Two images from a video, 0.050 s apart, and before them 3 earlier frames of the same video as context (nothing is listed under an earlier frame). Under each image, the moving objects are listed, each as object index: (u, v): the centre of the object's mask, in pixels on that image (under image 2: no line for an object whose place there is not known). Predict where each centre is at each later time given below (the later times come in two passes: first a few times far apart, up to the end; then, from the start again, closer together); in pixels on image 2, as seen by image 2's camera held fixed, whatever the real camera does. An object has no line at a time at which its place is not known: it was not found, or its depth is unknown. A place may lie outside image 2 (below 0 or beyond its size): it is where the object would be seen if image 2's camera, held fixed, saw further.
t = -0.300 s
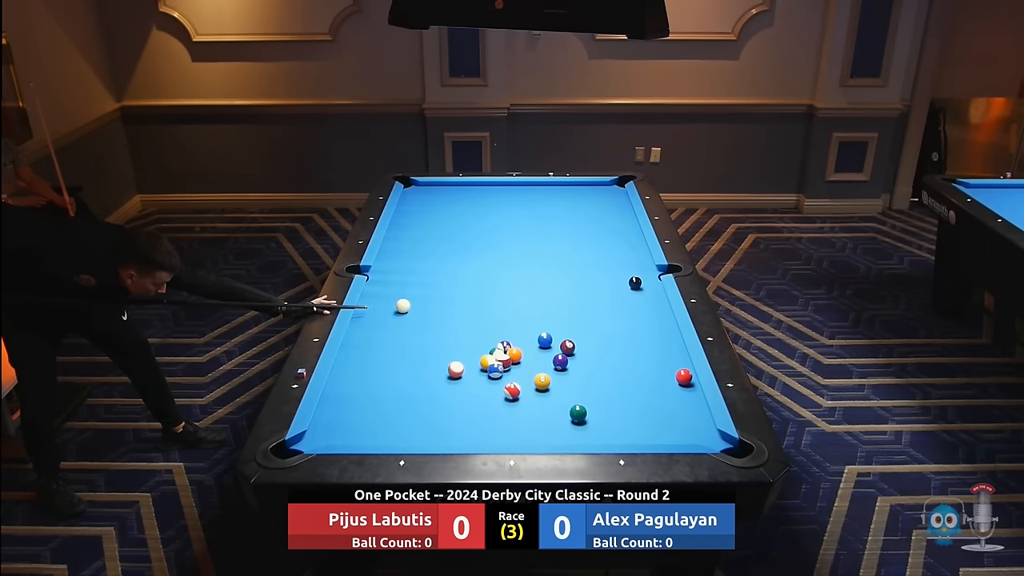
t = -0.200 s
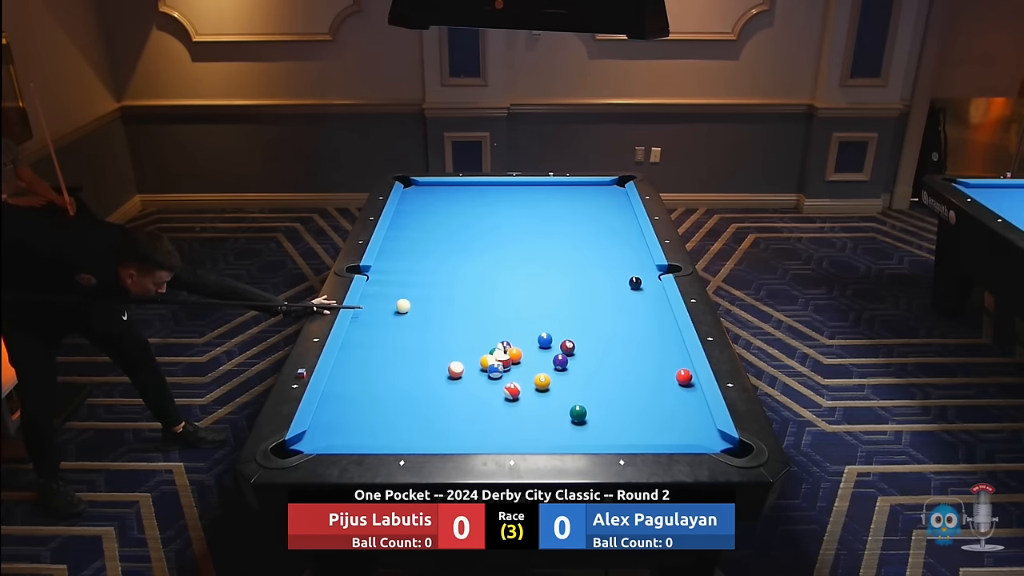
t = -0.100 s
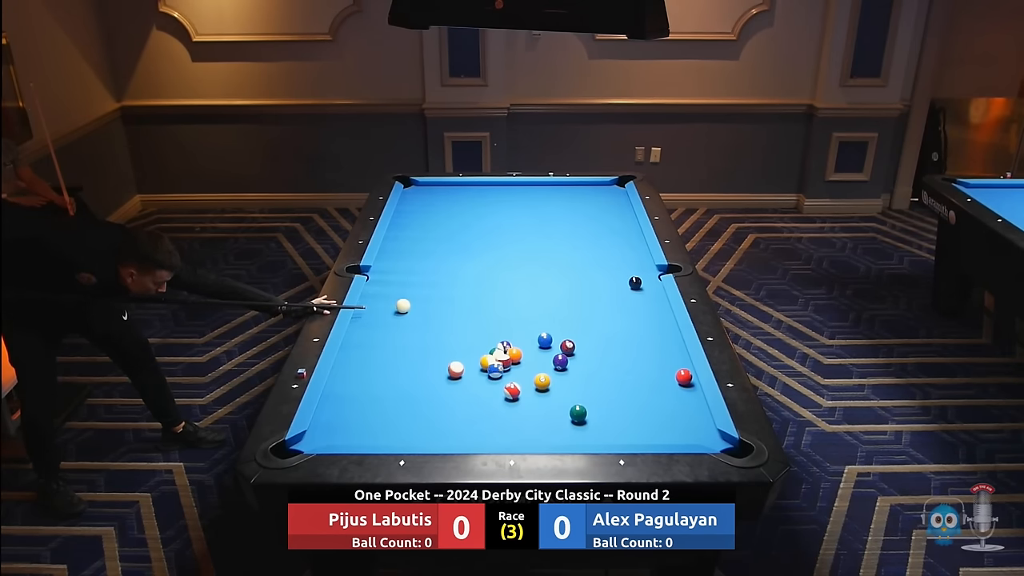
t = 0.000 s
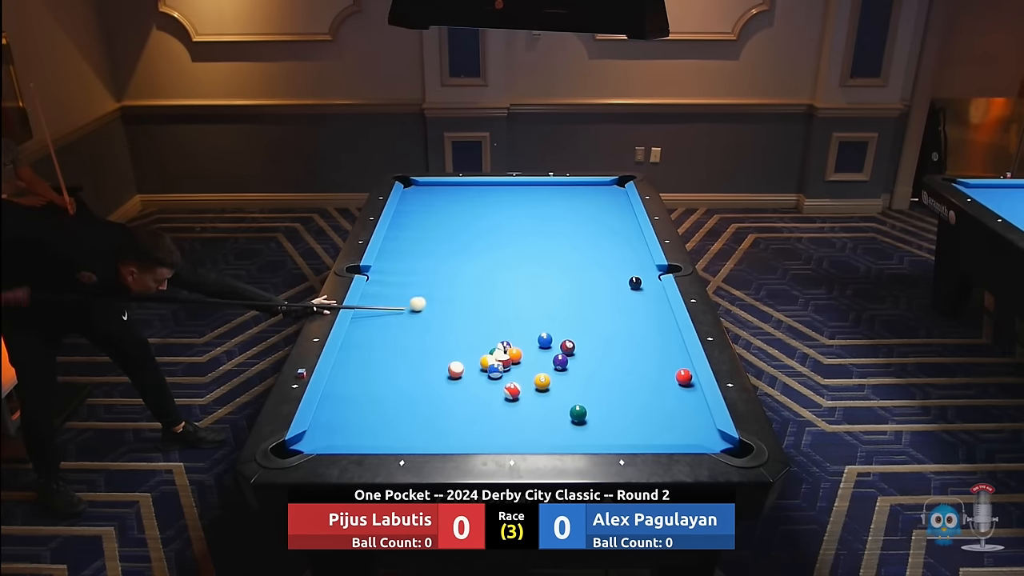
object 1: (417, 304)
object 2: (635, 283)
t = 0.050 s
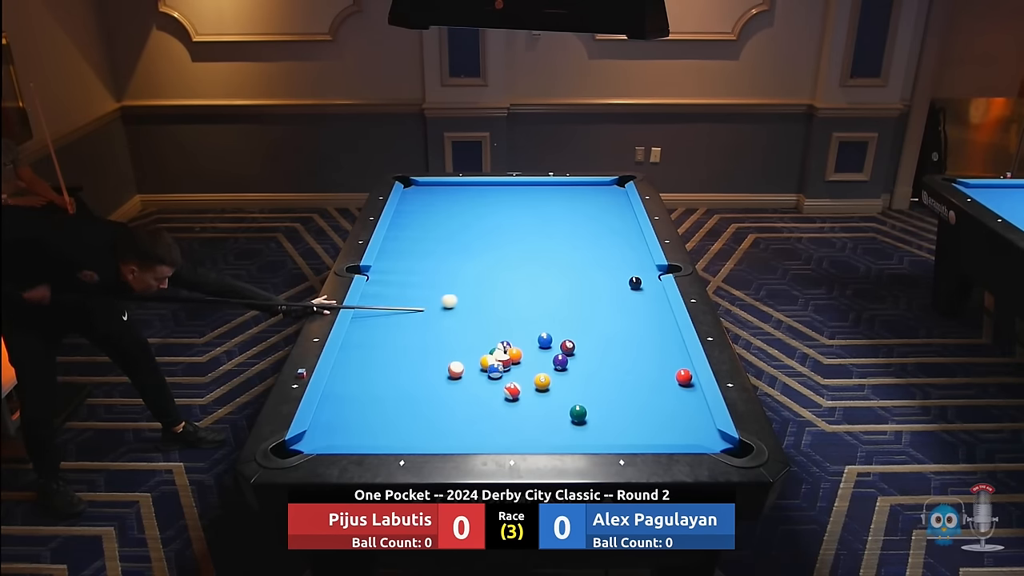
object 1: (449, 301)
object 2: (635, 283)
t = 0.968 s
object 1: (655, 308)
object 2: (616, 248)
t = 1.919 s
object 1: (620, 347)
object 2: (564, 209)
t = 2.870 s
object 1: (586, 384)
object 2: (528, 185)
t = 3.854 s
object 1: (555, 415)
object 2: (496, 198)
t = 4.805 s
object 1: (532, 434)
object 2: (472, 208)
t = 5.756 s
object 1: (521, 438)
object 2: (455, 214)
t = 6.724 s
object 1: (522, 438)
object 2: (446, 217)
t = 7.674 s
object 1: (522, 438)
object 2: (446, 217)
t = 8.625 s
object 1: (522, 438)
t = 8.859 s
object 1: (522, 438)
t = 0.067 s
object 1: (459, 300)
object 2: (635, 283)
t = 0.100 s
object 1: (479, 298)
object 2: (635, 283)
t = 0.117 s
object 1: (489, 297)
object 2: (635, 283)
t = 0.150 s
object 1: (508, 296)
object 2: (635, 283)
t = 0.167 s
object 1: (517, 295)
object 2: (635, 283)
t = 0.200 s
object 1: (535, 293)
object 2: (635, 283)
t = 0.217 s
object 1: (544, 292)
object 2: (635, 283)
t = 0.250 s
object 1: (560, 291)
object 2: (635, 283)
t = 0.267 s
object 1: (568, 290)
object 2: (635, 283)
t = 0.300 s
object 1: (584, 289)
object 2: (635, 283)
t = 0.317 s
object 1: (592, 288)
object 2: (635, 283)
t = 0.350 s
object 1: (606, 287)
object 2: (635, 283)
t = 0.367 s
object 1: (614, 286)
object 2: (635, 283)
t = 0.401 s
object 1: (625, 286)
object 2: (638, 282)
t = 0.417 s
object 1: (626, 286)
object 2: (642, 281)
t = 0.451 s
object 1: (629, 288)
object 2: (652, 278)
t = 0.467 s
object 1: (630, 289)
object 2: (653, 277)
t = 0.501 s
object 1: (633, 290)
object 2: (650, 274)
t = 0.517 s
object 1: (635, 290)
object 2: (648, 273)
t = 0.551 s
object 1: (638, 292)
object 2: (645, 270)
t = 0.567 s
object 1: (640, 292)
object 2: (644, 269)
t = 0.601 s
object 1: (643, 293)
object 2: (641, 267)
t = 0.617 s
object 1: (645, 294)
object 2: (640, 266)
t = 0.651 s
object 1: (648, 295)
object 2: (637, 264)
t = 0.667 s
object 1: (650, 296)
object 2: (636, 264)
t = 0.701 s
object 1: (653, 297)
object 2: (634, 261)
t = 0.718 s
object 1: (654, 298)
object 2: (633, 261)
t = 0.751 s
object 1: (657, 299)
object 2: (630, 259)
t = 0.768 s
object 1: (659, 299)
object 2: (629, 258)
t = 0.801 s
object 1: (661, 301)
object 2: (627, 256)
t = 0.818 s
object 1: (660, 301)
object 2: (625, 255)
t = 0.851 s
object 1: (659, 303)
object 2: (623, 254)
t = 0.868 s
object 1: (658, 303)
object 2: (622, 253)
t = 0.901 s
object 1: (657, 305)
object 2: (620, 251)
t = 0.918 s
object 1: (657, 305)
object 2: (619, 250)
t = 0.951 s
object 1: (655, 307)
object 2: (617, 248)
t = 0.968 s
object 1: (655, 308)
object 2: (616, 248)
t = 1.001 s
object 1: (654, 309)
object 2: (613, 246)
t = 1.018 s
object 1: (653, 310)
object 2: (612, 245)
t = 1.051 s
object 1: (652, 311)
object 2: (610, 243)
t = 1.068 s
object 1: (651, 312)
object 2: (609, 243)
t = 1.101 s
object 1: (650, 313)
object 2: (607, 241)
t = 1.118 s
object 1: (650, 314)
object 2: (606, 240)
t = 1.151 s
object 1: (648, 315)
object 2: (604, 239)
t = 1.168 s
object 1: (648, 316)
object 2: (603, 238)
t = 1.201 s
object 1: (647, 318)
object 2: (601, 237)
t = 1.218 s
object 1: (646, 318)
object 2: (600, 236)
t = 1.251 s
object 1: (645, 319)
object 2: (598, 234)
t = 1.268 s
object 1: (644, 320)
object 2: (597, 234)
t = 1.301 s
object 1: (643, 322)
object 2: (595, 232)
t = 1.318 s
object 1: (642, 322)
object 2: (595, 231)
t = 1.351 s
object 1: (641, 324)
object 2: (593, 230)
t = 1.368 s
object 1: (640, 324)
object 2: (592, 229)
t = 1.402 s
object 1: (639, 326)
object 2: (590, 228)
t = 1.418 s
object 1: (639, 326)
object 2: (589, 227)
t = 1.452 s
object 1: (637, 328)
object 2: (587, 226)
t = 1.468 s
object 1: (637, 328)
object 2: (586, 225)
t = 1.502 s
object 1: (636, 330)
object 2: (585, 224)
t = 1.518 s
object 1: (635, 331)
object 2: (584, 223)
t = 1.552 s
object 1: (634, 332)
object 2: (582, 222)
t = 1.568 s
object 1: (633, 333)
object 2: (581, 221)
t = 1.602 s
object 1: (632, 334)
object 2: (579, 220)
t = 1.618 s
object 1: (631, 335)
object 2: (579, 219)
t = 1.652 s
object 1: (630, 336)
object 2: (577, 218)
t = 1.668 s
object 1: (629, 337)
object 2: (576, 217)
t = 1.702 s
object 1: (628, 338)
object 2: (574, 216)
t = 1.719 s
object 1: (628, 339)
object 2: (574, 216)
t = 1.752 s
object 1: (626, 340)
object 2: (572, 214)
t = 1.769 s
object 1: (626, 341)
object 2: (571, 214)
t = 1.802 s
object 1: (624, 342)
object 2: (570, 213)
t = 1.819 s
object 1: (624, 343)
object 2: (569, 212)
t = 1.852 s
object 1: (623, 344)
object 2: (567, 211)
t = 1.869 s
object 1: (622, 345)
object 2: (566, 210)
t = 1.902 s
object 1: (621, 346)
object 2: (565, 209)
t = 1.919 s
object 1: (620, 347)
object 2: (564, 209)
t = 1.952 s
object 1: (619, 348)
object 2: (563, 208)
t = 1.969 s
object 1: (618, 349)
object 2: (562, 207)
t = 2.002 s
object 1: (617, 350)
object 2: (561, 206)
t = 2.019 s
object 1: (616, 351)
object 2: (560, 205)
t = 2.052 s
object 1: (615, 352)
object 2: (559, 204)
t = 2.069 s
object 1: (614, 353)
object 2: (558, 204)
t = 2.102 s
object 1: (613, 354)
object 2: (556, 203)
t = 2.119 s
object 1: (613, 355)
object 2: (556, 202)
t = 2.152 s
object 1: (612, 356)
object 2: (554, 201)
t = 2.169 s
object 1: (611, 357)
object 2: (553, 201)
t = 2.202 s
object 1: (610, 358)
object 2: (552, 200)
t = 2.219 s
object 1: (609, 359)
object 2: (552, 199)
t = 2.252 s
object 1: (608, 360)
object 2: (550, 198)
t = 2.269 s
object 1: (607, 361)
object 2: (550, 198)
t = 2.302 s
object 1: (606, 362)
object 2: (548, 197)
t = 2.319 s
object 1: (605, 363)
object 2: (548, 196)
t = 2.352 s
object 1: (604, 364)
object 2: (546, 195)
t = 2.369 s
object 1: (604, 365)
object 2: (546, 195)
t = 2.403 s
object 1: (602, 366)
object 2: (544, 194)
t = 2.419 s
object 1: (602, 367)
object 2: (544, 193)
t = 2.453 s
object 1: (601, 368)
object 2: (543, 192)
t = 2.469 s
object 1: (600, 369)
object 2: (542, 192)
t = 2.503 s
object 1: (599, 370)
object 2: (541, 191)
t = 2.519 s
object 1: (598, 371)
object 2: (540, 191)
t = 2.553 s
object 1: (597, 372)
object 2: (539, 190)
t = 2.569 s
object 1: (597, 373)
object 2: (538, 190)
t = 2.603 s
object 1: (595, 374)
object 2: (537, 189)
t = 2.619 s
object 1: (595, 375)
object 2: (536, 188)
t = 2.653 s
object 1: (593, 376)
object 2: (535, 187)
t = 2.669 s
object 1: (593, 376)
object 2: (535, 187)
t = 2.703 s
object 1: (592, 378)
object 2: (534, 186)
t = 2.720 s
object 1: (591, 378)
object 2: (533, 186)
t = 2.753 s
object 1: (590, 379)
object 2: (532, 185)
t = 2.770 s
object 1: (589, 380)
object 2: (531, 185)
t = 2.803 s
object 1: (588, 381)
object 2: (530, 184)
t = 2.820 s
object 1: (588, 382)
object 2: (530, 184)
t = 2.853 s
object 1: (586, 383)
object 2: (529, 185)
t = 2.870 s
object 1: (586, 384)
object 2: (528, 185)
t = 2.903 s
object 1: (585, 385)
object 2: (527, 185)
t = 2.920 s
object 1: (584, 385)
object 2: (526, 186)
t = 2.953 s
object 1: (583, 387)
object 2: (525, 186)
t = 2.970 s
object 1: (583, 387)
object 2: (524, 187)
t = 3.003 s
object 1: (581, 388)
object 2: (523, 187)
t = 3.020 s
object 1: (581, 389)
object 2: (523, 187)
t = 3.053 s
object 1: (580, 390)
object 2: (522, 187)
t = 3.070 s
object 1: (579, 391)
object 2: (521, 187)
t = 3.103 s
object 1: (578, 392)
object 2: (520, 188)
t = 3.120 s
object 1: (578, 392)
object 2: (520, 188)
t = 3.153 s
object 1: (576, 393)
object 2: (518, 189)
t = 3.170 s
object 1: (576, 394)
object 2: (518, 190)
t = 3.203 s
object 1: (575, 395)
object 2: (517, 190)
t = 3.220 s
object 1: (574, 395)
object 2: (516, 190)
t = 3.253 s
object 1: (573, 396)
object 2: (515, 191)
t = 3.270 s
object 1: (573, 397)
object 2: (514, 191)
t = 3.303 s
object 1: (571, 398)
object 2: (514, 191)
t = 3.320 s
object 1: (571, 398)
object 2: (513, 191)
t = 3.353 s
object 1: (570, 399)
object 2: (512, 192)
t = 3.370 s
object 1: (569, 400)
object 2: (511, 192)
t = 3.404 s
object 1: (568, 401)
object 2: (510, 192)
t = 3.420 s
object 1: (567, 401)
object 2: (510, 193)
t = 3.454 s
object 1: (566, 403)
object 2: (508, 193)
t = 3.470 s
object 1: (566, 403)
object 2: (508, 193)
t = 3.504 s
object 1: (565, 405)
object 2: (507, 194)
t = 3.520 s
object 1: (564, 405)
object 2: (507, 194)
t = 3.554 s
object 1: (564, 406)
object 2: (505, 195)
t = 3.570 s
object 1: (563, 407)
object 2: (505, 195)
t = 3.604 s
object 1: (562, 408)
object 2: (504, 195)
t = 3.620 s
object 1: (562, 408)
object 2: (504, 195)
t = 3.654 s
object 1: (561, 409)
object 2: (503, 196)
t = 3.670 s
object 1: (560, 410)
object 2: (502, 196)
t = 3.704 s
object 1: (559, 411)
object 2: (501, 196)
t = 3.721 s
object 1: (559, 411)
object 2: (500, 196)
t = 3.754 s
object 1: (558, 412)
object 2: (499, 197)
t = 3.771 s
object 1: (557, 413)
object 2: (499, 197)
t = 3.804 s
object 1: (556, 413)
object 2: (498, 198)
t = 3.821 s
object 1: (556, 414)
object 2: (497, 198)
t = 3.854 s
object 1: (555, 415)
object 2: (496, 198)
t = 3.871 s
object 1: (554, 415)
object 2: (496, 198)
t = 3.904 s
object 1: (554, 416)
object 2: (495, 199)
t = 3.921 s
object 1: (553, 417)
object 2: (495, 199)
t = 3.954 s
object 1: (552, 417)
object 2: (494, 199)
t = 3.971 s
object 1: (552, 418)
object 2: (493, 199)
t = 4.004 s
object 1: (551, 419)
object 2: (492, 200)
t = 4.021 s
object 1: (550, 419)
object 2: (492, 200)
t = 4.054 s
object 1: (549, 420)
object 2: (491, 200)
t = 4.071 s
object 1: (549, 420)
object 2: (490, 200)
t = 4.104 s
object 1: (548, 421)
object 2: (489, 201)
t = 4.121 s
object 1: (548, 422)
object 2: (489, 201)
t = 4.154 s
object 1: (547, 422)
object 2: (488, 202)
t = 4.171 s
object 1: (546, 423)
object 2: (488, 202)
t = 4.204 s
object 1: (545, 423)
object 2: (487, 202)
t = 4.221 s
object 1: (545, 424)
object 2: (486, 202)
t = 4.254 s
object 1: (544, 424)
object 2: (485, 203)
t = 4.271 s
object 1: (544, 425)
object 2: (485, 203)
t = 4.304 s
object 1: (543, 425)
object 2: (484, 203)
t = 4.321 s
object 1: (542, 426)
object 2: (484, 203)
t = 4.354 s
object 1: (541, 426)
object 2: (483, 203)
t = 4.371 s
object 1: (541, 427)
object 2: (482, 204)
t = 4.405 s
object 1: (540, 427)
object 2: (481, 204)
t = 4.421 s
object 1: (540, 428)
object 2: (481, 204)
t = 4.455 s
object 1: (539, 428)
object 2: (480, 205)
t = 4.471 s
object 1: (539, 429)
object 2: (480, 205)
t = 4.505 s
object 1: (538, 429)
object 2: (479, 205)
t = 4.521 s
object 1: (538, 429)
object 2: (478, 205)
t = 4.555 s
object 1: (537, 430)
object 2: (478, 206)
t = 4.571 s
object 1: (536, 431)
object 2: (477, 206)
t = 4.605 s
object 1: (536, 431)
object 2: (476, 206)
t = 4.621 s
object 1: (535, 431)
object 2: (476, 206)
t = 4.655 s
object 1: (535, 432)
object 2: (475, 207)
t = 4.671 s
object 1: (534, 432)
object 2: (475, 207)
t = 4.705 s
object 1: (534, 432)
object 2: (474, 207)
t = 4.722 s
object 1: (533, 433)
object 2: (474, 207)
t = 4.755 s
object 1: (533, 433)
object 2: (473, 207)
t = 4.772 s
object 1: (532, 434)
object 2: (472, 207)
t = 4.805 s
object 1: (532, 434)
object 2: (472, 208)
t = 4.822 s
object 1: (531, 434)
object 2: (471, 208)
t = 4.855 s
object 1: (531, 434)
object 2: (471, 208)
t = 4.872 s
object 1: (530, 434)
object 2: (470, 208)
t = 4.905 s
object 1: (530, 435)
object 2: (470, 209)
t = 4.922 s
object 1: (529, 435)
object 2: (469, 209)
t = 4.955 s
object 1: (529, 435)
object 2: (469, 209)
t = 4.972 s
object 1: (529, 435)
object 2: (468, 209)
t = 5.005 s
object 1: (528, 436)
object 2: (468, 209)
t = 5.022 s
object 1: (528, 436)
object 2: (467, 210)
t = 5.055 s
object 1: (527, 436)
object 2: (466, 210)
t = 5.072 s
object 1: (527, 436)
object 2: (466, 210)
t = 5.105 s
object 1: (527, 436)
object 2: (466, 210)
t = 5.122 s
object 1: (526, 436)
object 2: (465, 210)
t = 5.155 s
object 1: (526, 437)
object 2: (465, 211)
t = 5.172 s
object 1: (526, 437)
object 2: (464, 211)
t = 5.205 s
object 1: (525, 437)
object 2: (464, 211)
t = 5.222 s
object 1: (525, 437)
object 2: (463, 211)
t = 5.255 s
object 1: (524, 437)
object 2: (463, 211)
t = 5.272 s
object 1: (524, 437)
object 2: (462, 211)
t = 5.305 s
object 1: (524, 437)
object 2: (462, 212)
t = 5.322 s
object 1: (524, 437)
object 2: (461, 212)
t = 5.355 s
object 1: (523, 438)
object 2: (461, 212)
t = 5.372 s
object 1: (523, 438)
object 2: (461, 212)
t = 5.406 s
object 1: (523, 438)
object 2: (460, 212)
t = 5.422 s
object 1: (523, 438)
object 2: (460, 212)
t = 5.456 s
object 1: (522, 438)
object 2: (459, 213)
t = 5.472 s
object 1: (522, 438)
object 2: (459, 213)
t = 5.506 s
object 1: (522, 438)
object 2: (458, 213)
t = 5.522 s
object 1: (522, 438)
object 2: (458, 213)
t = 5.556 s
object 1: (521, 438)
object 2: (458, 213)
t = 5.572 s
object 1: (521, 438)
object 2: (457, 213)
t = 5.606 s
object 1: (521, 438)
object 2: (457, 213)
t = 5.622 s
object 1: (521, 438)
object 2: (457, 213)
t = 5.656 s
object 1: (521, 438)
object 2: (456, 214)
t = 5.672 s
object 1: (521, 439)
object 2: (456, 214)
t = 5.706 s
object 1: (521, 438)
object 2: (455, 214)
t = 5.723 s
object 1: (521, 438)
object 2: (455, 214)
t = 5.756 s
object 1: (521, 438)
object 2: (455, 214)
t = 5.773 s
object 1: (521, 438)
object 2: (454, 214)
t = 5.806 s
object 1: (521, 438)
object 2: (454, 214)
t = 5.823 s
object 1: (521, 438)
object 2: (454, 214)
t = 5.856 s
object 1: (521, 438)
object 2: (453, 215)
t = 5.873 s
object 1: (521, 438)
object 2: (453, 215)
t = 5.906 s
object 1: (521, 438)
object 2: (453, 215)
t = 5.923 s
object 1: (521, 438)
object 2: (453, 215)
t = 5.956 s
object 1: (522, 438)
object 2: (452, 215)
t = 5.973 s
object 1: (522, 438)
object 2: (452, 215)
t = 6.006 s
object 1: (522, 438)
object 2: (452, 215)
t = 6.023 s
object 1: (522, 438)
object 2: (452, 215)
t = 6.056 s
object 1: (522, 438)
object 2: (451, 215)
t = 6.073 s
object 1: (522, 438)
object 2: (451, 216)
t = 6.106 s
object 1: (522, 438)
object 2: (451, 216)
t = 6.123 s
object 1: (522, 438)
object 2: (451, 215)
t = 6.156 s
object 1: (522, 438)
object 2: (450, 216)
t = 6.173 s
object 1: (522, 438)
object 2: (450, 216)
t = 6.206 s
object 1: (522, 438)
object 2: (450, 216)
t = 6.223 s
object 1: (522, 438)
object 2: (450, 216)
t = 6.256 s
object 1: (522, 438)
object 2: (449, 216)
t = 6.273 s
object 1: (522, 438)
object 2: (449, 216)
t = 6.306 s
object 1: (522, 438)
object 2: (449, 216)
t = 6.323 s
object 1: (522, 438)
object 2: (449, 216)
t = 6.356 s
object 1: (522, 438)
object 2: (449, 216)
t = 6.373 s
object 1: (522, 438)
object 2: (448, 216)
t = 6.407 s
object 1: (522, 438)
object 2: (448, 216)
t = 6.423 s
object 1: (522, 438)
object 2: (448, 216)
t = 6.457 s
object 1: (522, 438)
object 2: (448, 216)
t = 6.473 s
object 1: (522, 438)
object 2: (448, 217)
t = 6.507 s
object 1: (522, 438)
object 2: (447, 217)
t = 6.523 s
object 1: (522, 438)
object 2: (447, 217)
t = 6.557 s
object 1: (522, 438)
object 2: (447, 217)
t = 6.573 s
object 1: (522, 438)
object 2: (447, 217)
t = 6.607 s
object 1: (522, 438)
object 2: (447, 217)
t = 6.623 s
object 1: (522, 438)
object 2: (447, 217)
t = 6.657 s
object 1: (522, 438)
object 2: (447, 217)
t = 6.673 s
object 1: (522, 438)
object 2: (447, 217)
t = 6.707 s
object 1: (522, 438)
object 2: (447, 217)
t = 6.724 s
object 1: (522, 438)
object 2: (446, 217)
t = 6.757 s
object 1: (522, 438)
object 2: (446, 217)
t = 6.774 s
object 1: (522, 438)
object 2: (446, 217)
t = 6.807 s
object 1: (522, 438)
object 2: (446, 217)
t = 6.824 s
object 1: (522, 438)
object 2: (446, 217)
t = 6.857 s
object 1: (522, 438)
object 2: (446, 217)
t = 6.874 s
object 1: (522, 438)
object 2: (446, 217)
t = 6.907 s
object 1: (522, 438)
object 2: (446, 217)
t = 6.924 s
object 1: (522, 438)
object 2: (446, 217)
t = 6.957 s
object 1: (522, 438)
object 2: (446, 217)
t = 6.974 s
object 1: (522, 438)
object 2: (446, 217)
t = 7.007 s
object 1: (522, 438)
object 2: (446, 217)
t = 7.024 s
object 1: (522, 438)
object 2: (446, 217)
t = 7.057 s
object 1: (522, 438)
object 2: (446, 217)
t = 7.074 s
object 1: (522, 438)
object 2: (446, 217)
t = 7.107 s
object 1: (522, 438)
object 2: (446, 217)
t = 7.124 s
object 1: (522, 438)
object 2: (446, 217)
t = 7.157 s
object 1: (522, 438)
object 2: (446, 217)
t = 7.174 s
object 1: (522, 438)
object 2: (446, 217)
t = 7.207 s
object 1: (522, 438)
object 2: (446, 217)
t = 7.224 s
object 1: (522, 438)
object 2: (446, 217)
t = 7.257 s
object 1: (522, 438)
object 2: (446, 217)
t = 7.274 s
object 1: (522, 438)
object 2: (446, 217)
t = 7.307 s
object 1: (522, 438)
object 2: (446, 217)
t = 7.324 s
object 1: (522, 438)
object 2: (446, 217)
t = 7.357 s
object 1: (522, 438)
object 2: (446, 217)
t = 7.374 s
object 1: (522, 438)
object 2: (446, 217)
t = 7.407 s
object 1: (522, 438)
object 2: (446, 217)
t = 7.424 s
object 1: (522, 438)
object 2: (446, 217)
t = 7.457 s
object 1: (522, 438)
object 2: (446, 217)
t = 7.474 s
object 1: (522, 438)
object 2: (446, 217)
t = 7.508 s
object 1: (522, 438)
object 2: (446, 217)
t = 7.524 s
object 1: (522, 438)
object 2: (446, 217)
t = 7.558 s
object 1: (522, 438)
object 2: (446, 217)
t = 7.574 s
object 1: (522, 438)
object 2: (446, 217)
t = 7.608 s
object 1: (522, 438)
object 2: (446, 217)
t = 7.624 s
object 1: (522, 438)
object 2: (446, 217)
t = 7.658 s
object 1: (522, 438)
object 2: (446, 217)
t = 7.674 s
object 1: (522, 438)
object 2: (446, 217)
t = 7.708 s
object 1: (522, 438)
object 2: (446, 217)
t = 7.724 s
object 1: (522, 438)
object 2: (446, 217)
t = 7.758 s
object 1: (522, 438)
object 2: (446, 217)
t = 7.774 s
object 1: (522, 438)
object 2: (446, 217)
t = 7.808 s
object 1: (522, 438)
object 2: (446, 217)
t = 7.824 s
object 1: (522, 438)
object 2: (446, 217)
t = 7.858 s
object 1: (522, 438)
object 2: (446, 217)
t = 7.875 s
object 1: (522, 438)
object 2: (446, 217)
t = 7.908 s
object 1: (522, 438)
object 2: (446, 217)
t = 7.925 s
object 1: (522, 438)
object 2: (446, 217)
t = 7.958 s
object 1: (522, 438)
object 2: (446, 217)
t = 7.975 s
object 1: (522, 438)
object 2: (446, 217)
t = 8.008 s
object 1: (522, 438)
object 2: (446, 217)
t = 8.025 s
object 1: (522, 438)
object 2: (446, 217)
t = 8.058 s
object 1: (522, 438)
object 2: (446, 217)
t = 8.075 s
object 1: (522, 438)
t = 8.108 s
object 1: (522, 438)
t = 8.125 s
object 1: (522, 438)
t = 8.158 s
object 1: (522, 438)
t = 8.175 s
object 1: (522, 438)
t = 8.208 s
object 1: (522, 438)
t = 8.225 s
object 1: (522, 438)
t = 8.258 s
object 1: (522, 438)
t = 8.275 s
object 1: (522, 438)
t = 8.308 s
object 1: (522, 438)
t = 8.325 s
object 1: (522, 438)
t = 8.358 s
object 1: (522, 438)
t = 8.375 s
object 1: (522, 438)
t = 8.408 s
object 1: (522, 438)
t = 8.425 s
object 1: (522, 438)
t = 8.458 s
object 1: (522, 438)
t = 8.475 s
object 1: (522, 438)
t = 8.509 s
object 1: (522, 438)
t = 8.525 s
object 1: (522, 438)
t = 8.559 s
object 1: (522, 438)
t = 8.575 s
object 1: (522, 438)
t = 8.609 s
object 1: (522, 438)
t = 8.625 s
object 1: (522, 438)
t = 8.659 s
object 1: (522, 438)
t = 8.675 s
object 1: (522, 438)
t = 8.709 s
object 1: (522, 438)
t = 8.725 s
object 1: (522, 438)
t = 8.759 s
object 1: (522, 438)
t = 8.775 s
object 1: (522, 438)
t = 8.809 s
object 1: (522, 438)
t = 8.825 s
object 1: (522, 438)
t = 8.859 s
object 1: (522, 438)
